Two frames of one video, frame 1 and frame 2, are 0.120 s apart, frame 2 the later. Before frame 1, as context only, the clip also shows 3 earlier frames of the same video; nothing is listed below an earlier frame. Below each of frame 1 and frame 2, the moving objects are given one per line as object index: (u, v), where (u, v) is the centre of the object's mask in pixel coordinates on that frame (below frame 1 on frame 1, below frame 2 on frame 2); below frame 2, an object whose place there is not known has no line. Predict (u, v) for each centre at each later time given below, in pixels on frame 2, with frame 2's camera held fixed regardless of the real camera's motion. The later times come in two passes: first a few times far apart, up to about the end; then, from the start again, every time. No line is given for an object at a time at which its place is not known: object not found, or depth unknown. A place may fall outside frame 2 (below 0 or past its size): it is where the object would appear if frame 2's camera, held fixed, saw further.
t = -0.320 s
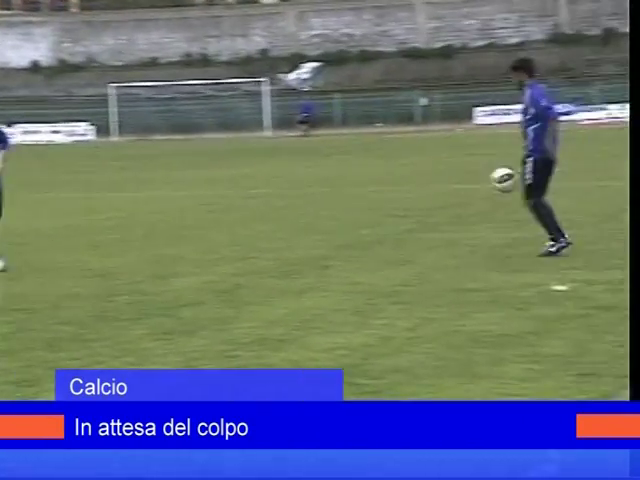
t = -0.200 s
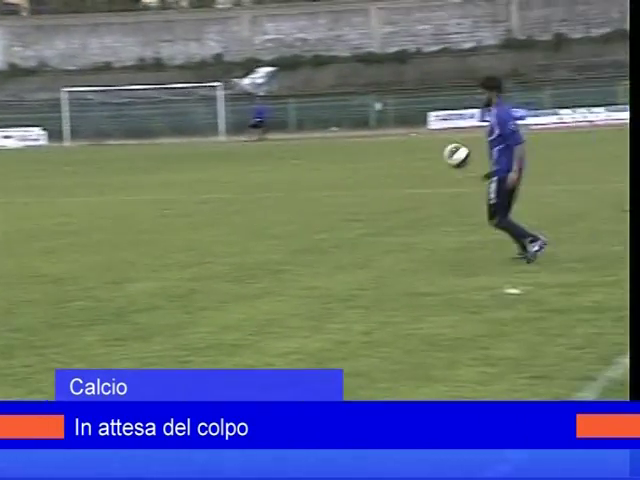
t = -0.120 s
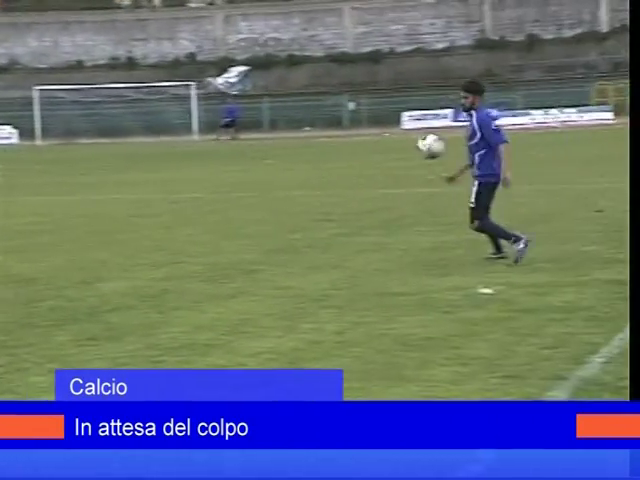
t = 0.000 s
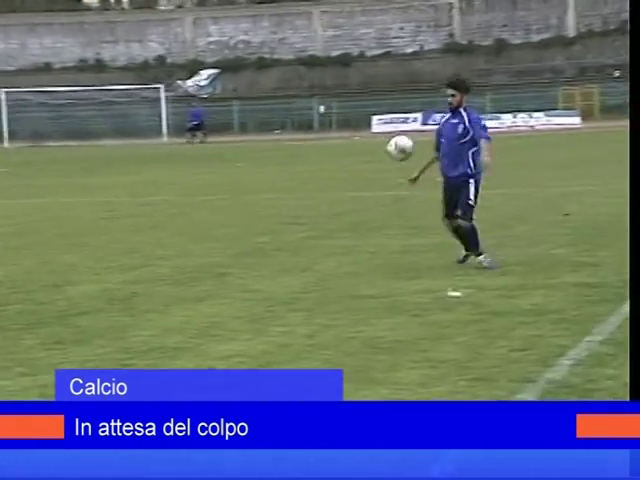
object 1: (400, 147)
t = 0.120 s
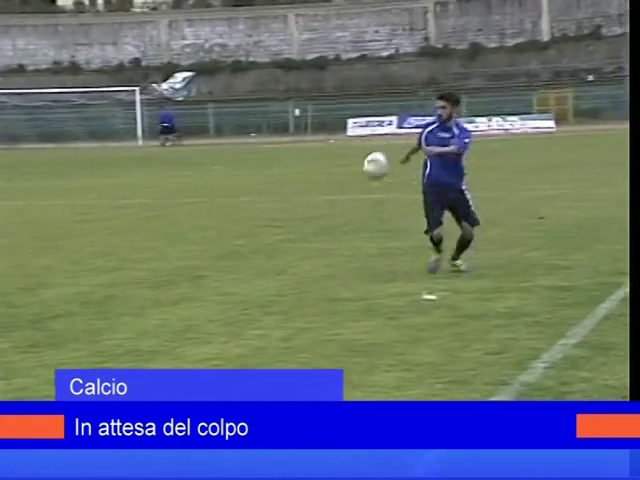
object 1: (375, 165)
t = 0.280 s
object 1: (378, 214)
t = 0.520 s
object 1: (396, 256)
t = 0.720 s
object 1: (429, 226)
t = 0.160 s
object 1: (375, 174)
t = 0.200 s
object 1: (377, 184)
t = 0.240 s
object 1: (378, 199)
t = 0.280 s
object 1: (378, 214)
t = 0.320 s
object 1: (378, 230)
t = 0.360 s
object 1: (380, 249)
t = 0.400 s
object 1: (380, 271)
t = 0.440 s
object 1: (383, 281)
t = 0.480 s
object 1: (390, 266)
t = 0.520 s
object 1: (396, 256)
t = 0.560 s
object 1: (402, 245)
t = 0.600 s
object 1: (408, 238)
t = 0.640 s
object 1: (415, 232)
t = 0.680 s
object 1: (421, 228)
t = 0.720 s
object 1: (429, 226)
